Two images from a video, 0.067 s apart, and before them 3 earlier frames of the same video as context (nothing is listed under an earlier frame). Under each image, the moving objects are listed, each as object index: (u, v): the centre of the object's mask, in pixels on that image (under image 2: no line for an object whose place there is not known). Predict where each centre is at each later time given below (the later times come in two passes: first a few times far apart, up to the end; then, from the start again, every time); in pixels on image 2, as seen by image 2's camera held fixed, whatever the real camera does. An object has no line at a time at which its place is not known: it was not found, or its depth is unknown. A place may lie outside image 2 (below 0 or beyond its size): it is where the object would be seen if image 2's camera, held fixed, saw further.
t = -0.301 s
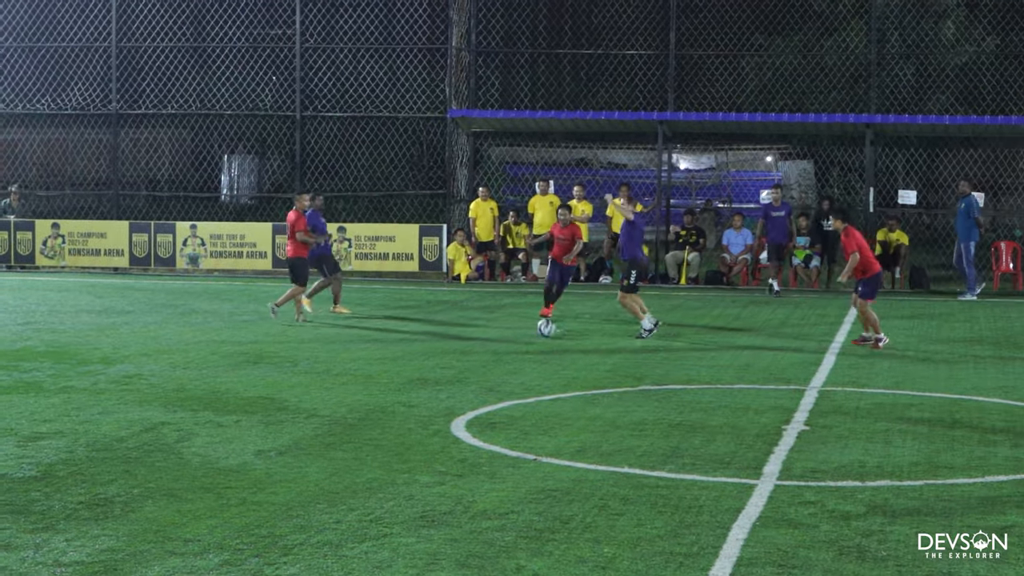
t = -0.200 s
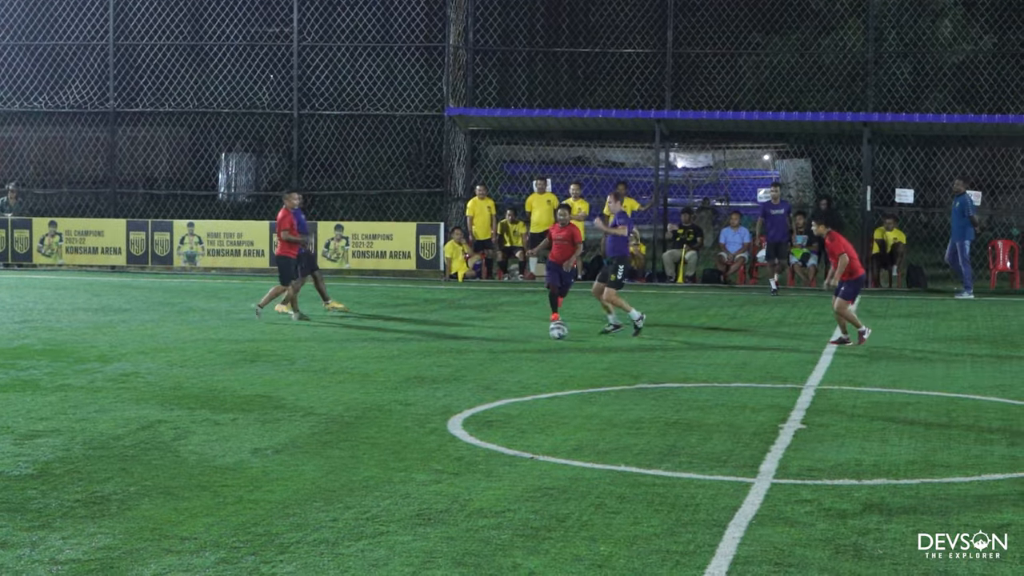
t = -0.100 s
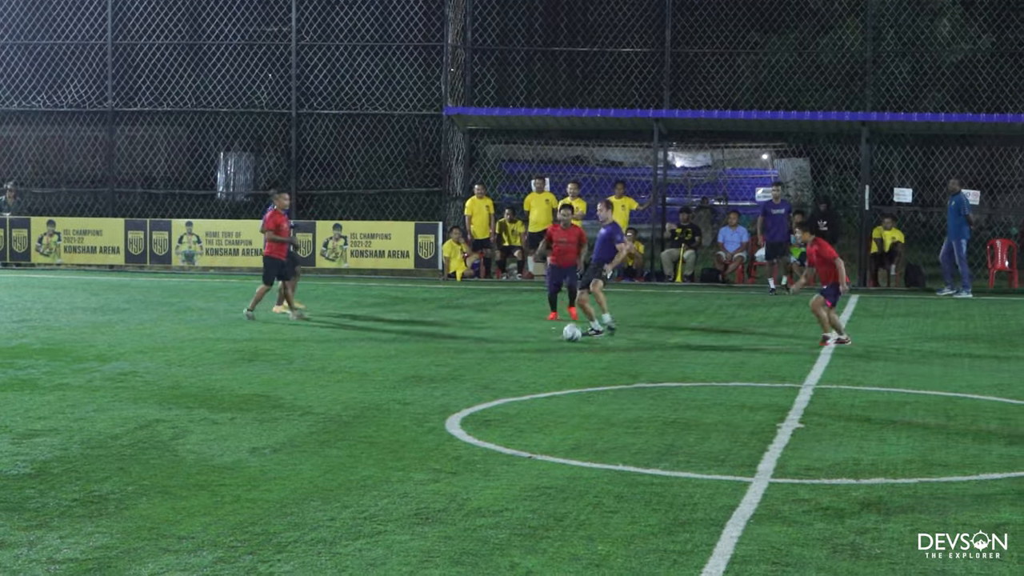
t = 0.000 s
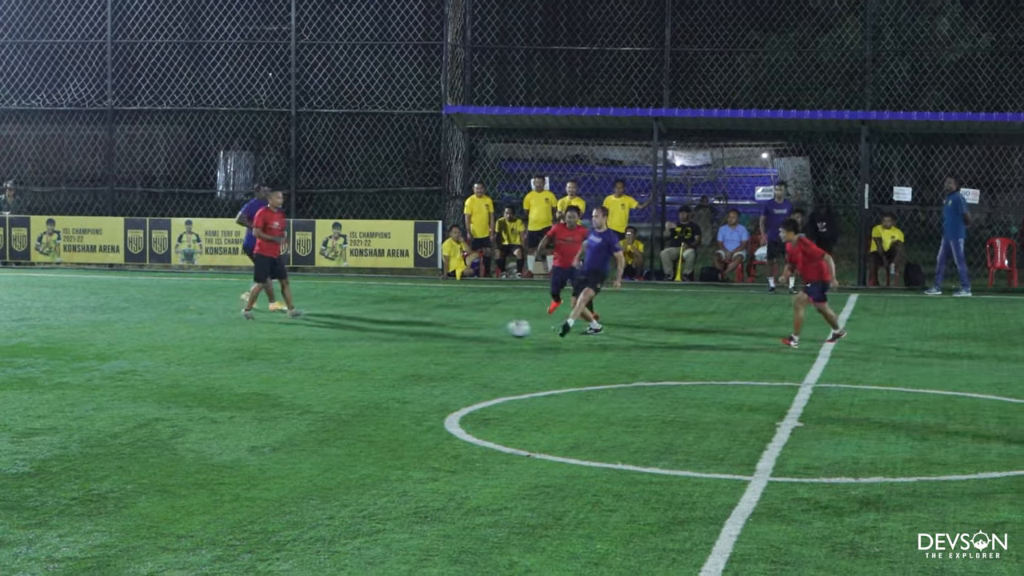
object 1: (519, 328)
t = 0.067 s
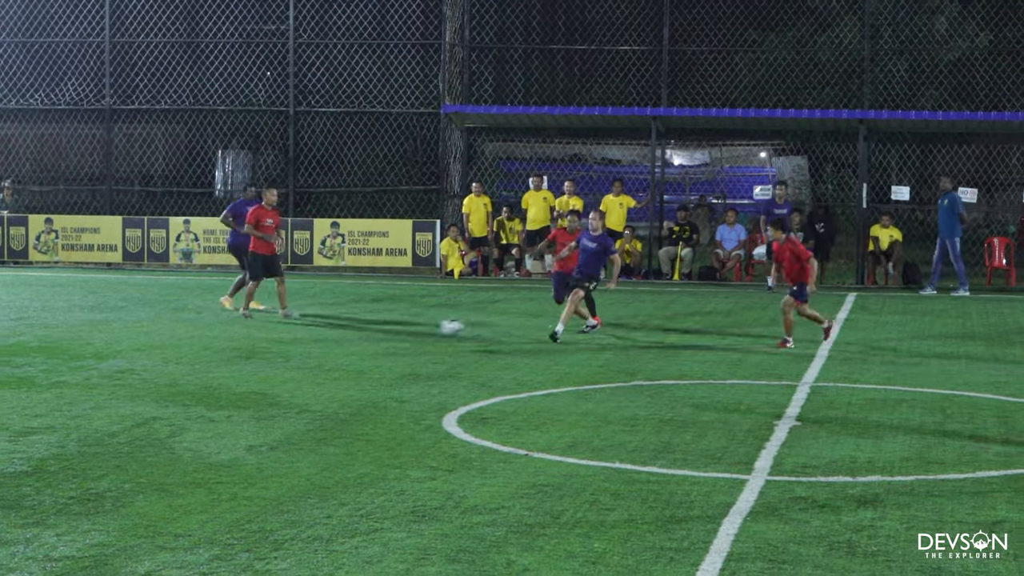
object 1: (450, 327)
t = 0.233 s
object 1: (285, 344)
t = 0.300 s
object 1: (233, 346)
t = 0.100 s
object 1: (423, 328)
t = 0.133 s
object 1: (385, 330)
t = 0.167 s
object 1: (355, 334)
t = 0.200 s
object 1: (325, 337)
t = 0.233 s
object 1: (285, 344)
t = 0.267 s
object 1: (258, 348)
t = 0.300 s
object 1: (233, 346)
